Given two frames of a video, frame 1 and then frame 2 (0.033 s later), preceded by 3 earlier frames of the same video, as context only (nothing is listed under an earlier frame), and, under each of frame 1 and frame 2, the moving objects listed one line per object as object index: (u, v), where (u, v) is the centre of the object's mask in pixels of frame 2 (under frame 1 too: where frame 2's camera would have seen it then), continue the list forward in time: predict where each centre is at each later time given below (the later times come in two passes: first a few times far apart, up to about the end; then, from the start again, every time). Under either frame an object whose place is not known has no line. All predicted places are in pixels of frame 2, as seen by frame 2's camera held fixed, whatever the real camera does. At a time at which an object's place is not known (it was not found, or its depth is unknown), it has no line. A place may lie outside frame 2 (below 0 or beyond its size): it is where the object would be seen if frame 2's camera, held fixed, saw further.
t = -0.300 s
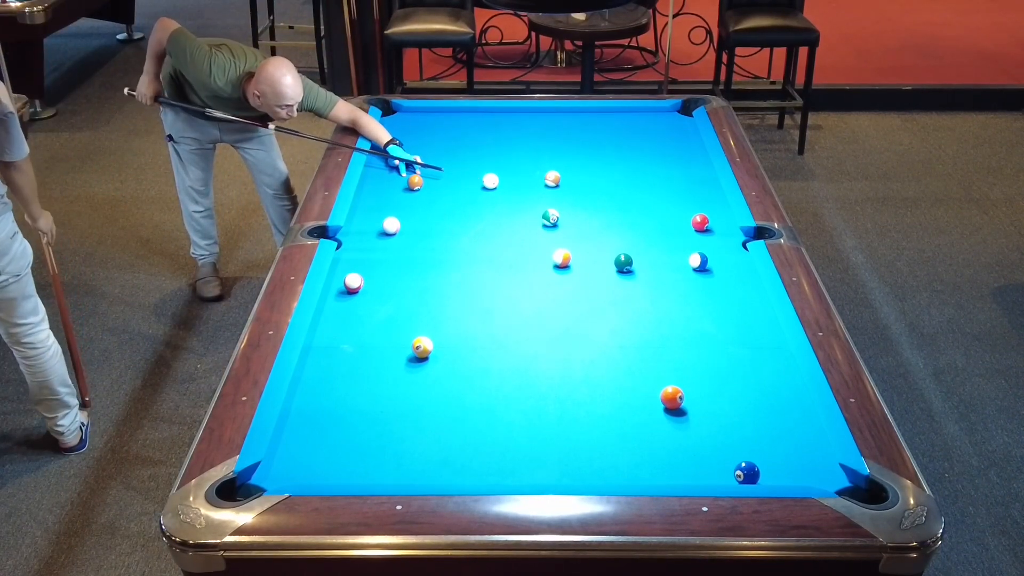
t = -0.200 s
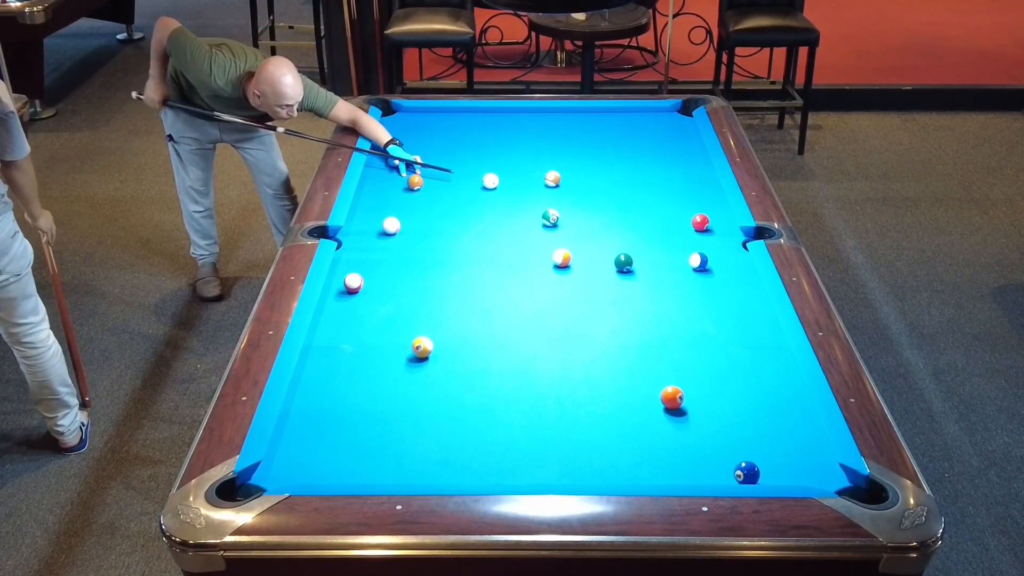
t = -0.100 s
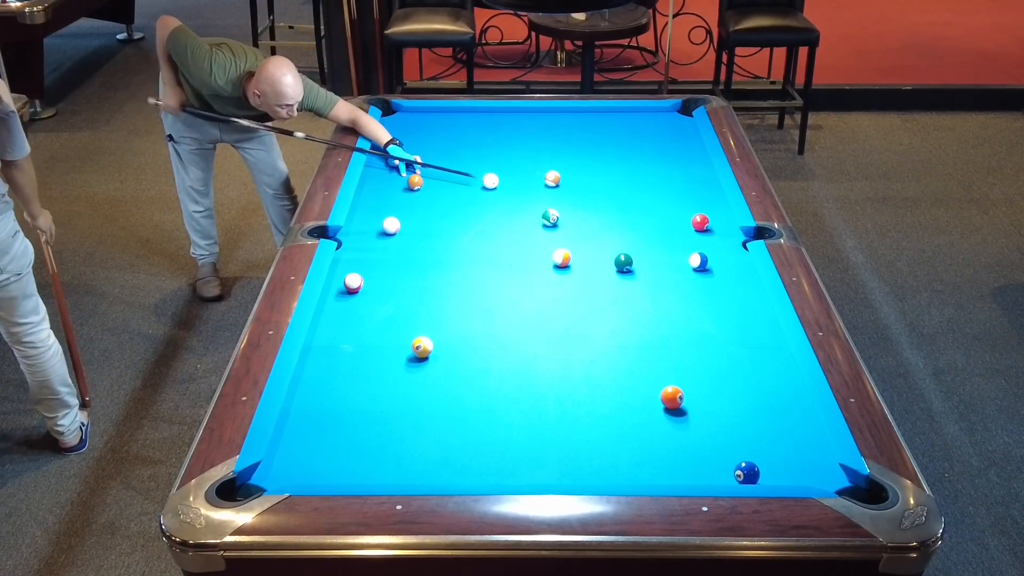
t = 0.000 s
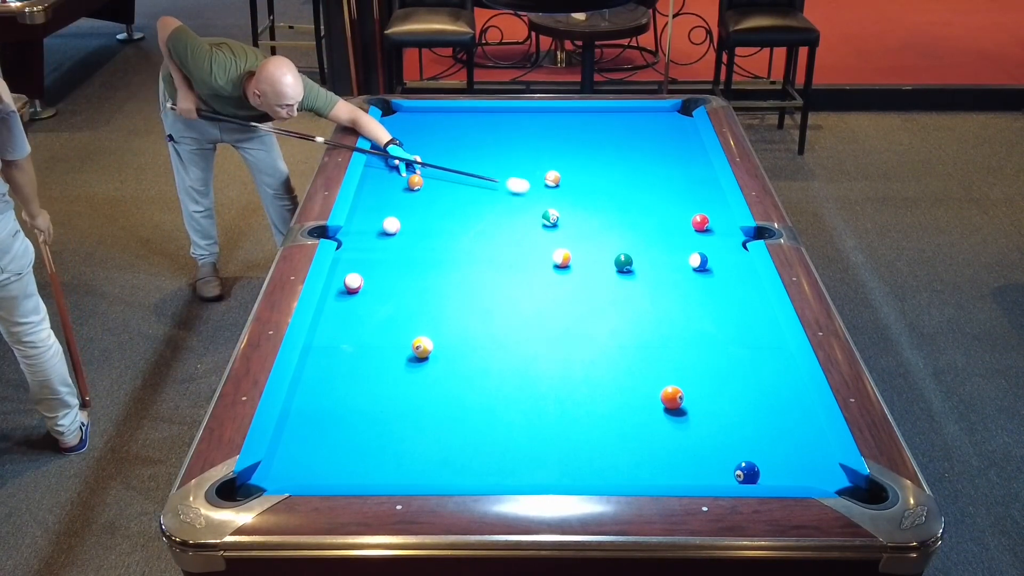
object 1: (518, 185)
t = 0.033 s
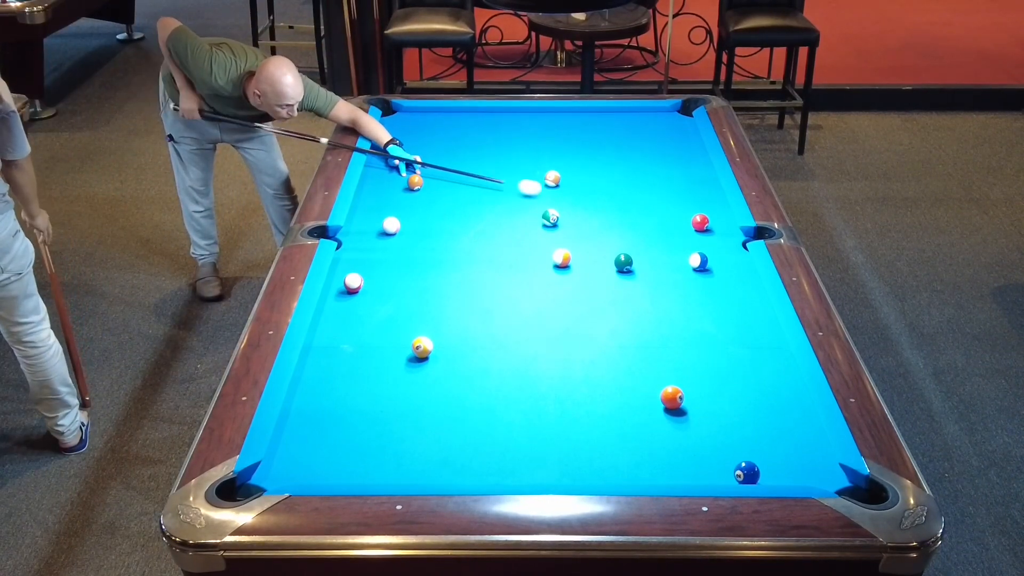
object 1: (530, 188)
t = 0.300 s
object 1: (621, 205)
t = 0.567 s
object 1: (693, 215)
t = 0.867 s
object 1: (720, 212)
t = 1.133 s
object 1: (701, 211)
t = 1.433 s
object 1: (681, 210)
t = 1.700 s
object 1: (665, 209)
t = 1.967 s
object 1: (651, 208)
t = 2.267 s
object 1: (638, 207)
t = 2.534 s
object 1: (628, 207)
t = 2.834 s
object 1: (619, 206)
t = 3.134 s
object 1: (612, 205)
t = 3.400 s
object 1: (608, 205)
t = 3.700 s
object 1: (605, 205)
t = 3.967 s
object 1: (605, 205)
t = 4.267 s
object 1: (605, 206)
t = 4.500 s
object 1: (605, 206)
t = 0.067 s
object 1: (541, 190)
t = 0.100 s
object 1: (552, 192)
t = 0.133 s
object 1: (563, 194)
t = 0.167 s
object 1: (575, 196)
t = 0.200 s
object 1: (586, 198)
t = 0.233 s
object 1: (598, 200)
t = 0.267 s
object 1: (609, 203)
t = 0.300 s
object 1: (621, 205)
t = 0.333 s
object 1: (633, 207)
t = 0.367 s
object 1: (645, 209)
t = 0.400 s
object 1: (656, 211)
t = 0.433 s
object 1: (668, 213)
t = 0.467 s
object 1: (680, 216)
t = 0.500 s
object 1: (687, 217)
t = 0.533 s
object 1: (690, 215)
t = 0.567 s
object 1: (693, 215)
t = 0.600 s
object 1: (696, 214)
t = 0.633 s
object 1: (700, 214)
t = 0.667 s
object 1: (705, 214)
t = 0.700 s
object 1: (709, 214)
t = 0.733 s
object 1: (713, 213)
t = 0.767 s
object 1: (717, 213)
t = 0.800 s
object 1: (721, 213)
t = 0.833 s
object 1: (722, 212)
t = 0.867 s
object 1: (720, 212)
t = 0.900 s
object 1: (717, 212)
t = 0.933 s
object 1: (715, 212)
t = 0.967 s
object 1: (712, 212)
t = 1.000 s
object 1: (710, 212)
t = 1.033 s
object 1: (708, 212)
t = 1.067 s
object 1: (705, 211)
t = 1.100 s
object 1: (703, 211)
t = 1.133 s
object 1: (701, 211)
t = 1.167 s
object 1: (698, 211)
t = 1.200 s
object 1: (696, 211)
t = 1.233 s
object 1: (694, 211)
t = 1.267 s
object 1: (691, 211)
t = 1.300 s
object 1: (689, 210)
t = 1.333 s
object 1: (687, 210)
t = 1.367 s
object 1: (685, 210)
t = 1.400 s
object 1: (683, 210)
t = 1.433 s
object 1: (681, 210)
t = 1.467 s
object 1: (678, 210)
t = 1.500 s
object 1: (677, 210)
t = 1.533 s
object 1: (675, 209)
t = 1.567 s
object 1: (673, 209)
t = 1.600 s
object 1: (671, 209)
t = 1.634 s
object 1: (669, 209)
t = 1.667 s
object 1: (667, 209)
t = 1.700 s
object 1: (665, 209)
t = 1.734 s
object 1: (663, 209)
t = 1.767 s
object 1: (661, 209)
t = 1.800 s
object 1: (660, 208)
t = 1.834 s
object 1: (658, 208)
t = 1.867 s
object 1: (656, 208)
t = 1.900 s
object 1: (655, 208)
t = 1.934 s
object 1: (653, 208)
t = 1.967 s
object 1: (651, 208)
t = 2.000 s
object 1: (650, 208)
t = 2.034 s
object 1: (648, 208)
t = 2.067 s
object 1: (647, 208)
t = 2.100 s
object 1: (645, 208)
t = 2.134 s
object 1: (644, 207)
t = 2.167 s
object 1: (642, 207)
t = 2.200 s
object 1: (641, 207)
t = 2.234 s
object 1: (639, 207)
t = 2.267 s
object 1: (638, 207)
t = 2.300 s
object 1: (637, 207)
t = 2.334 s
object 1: (635, 207)
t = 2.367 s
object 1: (634, 207)
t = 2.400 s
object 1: (633, 207)
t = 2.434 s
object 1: (631, 207)
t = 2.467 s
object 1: (630, 207)
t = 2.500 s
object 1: (629, 207)
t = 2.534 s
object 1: (628, 207)
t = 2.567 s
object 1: (627, 206)
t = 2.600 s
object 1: (626, 206)
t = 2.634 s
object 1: (625, 206)
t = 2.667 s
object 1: (624, 206)
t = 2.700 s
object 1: (623, 206)
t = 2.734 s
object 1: (622, 206)
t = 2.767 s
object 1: (621, 206)
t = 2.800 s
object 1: (620, 206)
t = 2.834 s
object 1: (619, 206)
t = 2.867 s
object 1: (618, 206)
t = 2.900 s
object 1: (617, 206)
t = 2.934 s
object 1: (617, 206)
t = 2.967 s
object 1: (616, 206)
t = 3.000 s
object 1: (615, 206)
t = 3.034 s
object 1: (614, 206)
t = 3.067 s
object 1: (613, 205)
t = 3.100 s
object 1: (613, 205)
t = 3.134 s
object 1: (612, 205)
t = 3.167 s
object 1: (612, 205)
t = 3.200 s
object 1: (611, 205)
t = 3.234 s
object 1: (610, 205)
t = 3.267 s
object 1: (610, 205)
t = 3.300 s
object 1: (609, 205)
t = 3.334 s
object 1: (609, 205)
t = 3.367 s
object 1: (608, 205)
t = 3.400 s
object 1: (608, 205)
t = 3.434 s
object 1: (607, 205)
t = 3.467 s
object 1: (607, 205)
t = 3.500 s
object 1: (607, 205)
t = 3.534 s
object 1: (606, 205)
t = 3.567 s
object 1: (606, 205)
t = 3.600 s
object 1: (606, 205)
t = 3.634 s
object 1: (606, 205)
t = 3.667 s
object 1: (606, 205)
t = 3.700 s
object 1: (605, 205)
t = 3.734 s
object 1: (605, 205)
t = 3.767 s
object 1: (605, 205)
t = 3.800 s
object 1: (605, 205)
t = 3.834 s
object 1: (605, 205)
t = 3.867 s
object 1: (605, 205)
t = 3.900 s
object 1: (605, 205)
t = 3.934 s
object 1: (605, 205)
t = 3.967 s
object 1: (605, 205)
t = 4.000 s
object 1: (605, 206)
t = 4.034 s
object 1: (605, 205)
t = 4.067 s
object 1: (605, 206)
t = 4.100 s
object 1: (605, 205)
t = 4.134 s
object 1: (605, 205)
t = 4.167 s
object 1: (605, 206)
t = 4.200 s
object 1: (605, 206)
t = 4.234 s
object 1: (605, 206)
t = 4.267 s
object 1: (605, 206)
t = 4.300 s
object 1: (605, 206)
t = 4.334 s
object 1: (605, 206)
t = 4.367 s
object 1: (605, 206)
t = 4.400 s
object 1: (605, 206)
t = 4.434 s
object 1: (605, 206)
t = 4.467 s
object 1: (605, 206)
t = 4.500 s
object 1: (605, 206)
